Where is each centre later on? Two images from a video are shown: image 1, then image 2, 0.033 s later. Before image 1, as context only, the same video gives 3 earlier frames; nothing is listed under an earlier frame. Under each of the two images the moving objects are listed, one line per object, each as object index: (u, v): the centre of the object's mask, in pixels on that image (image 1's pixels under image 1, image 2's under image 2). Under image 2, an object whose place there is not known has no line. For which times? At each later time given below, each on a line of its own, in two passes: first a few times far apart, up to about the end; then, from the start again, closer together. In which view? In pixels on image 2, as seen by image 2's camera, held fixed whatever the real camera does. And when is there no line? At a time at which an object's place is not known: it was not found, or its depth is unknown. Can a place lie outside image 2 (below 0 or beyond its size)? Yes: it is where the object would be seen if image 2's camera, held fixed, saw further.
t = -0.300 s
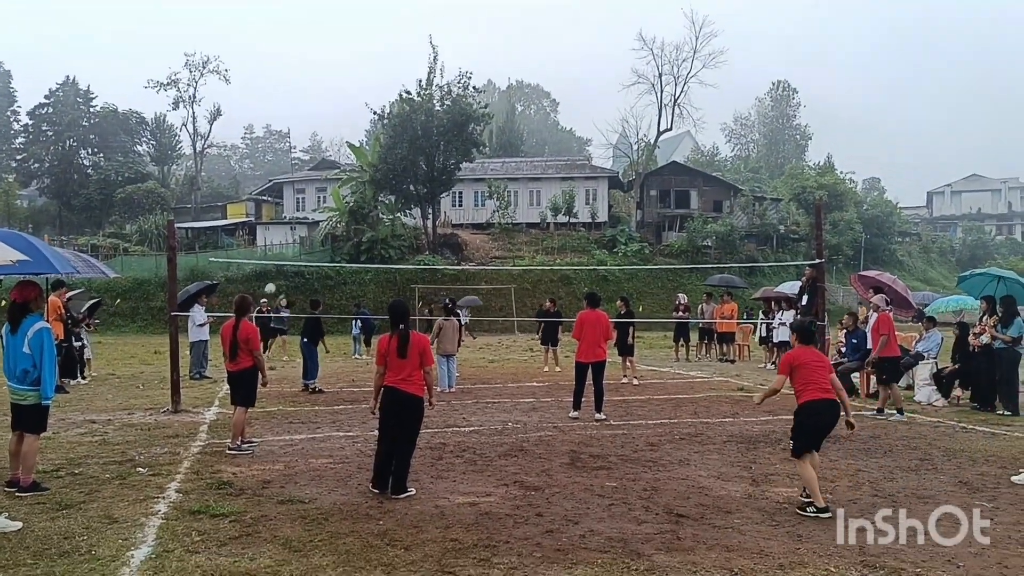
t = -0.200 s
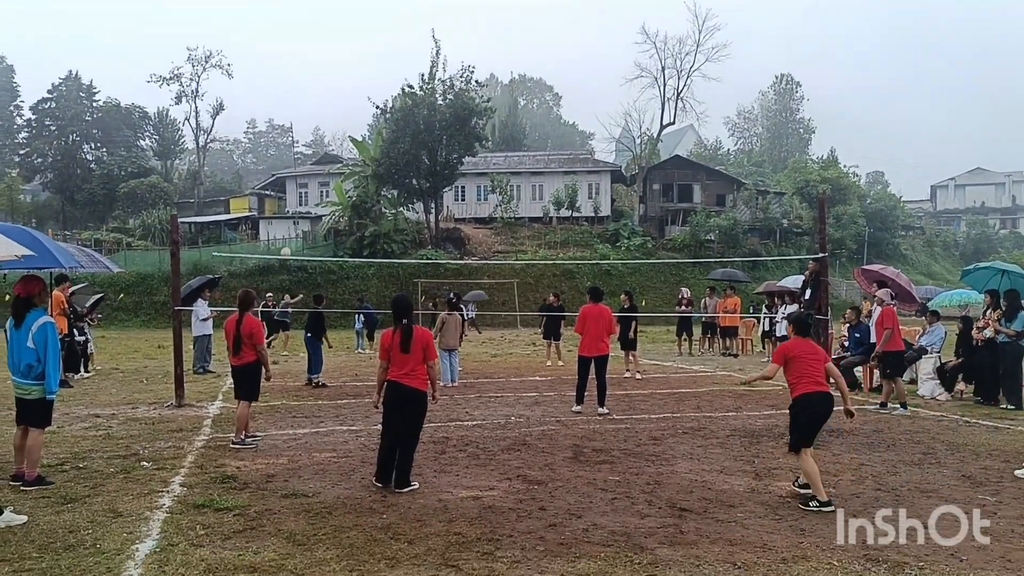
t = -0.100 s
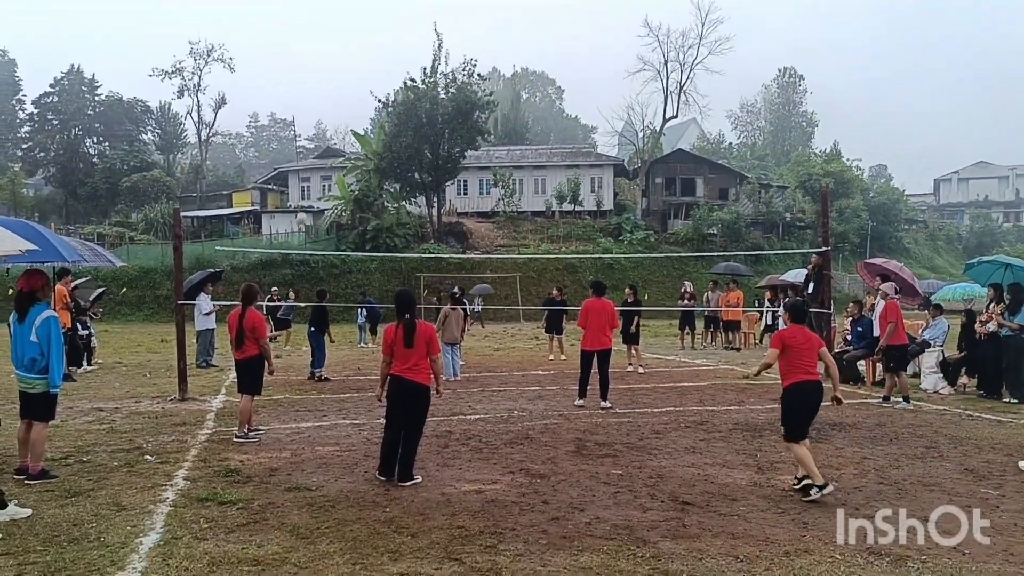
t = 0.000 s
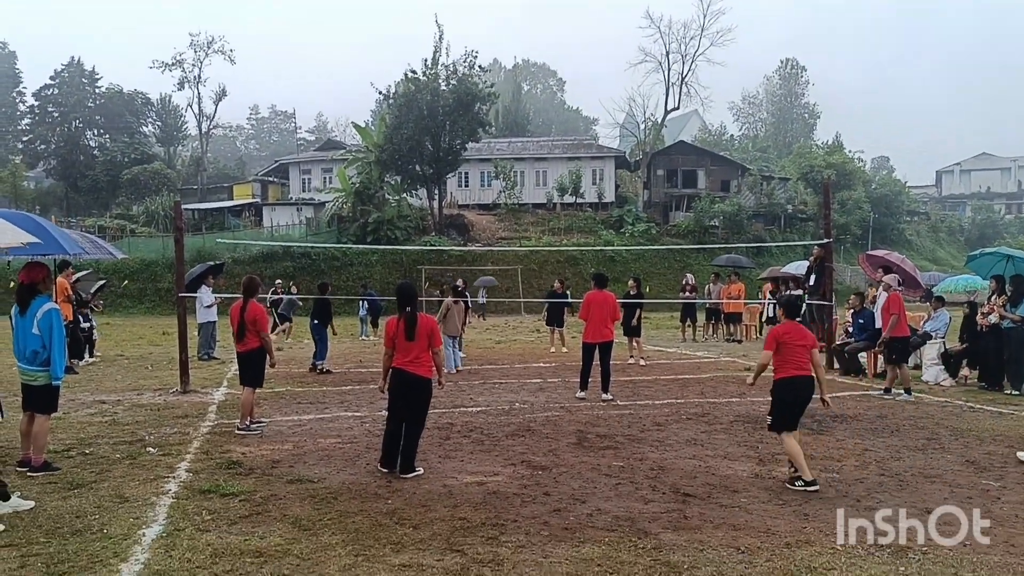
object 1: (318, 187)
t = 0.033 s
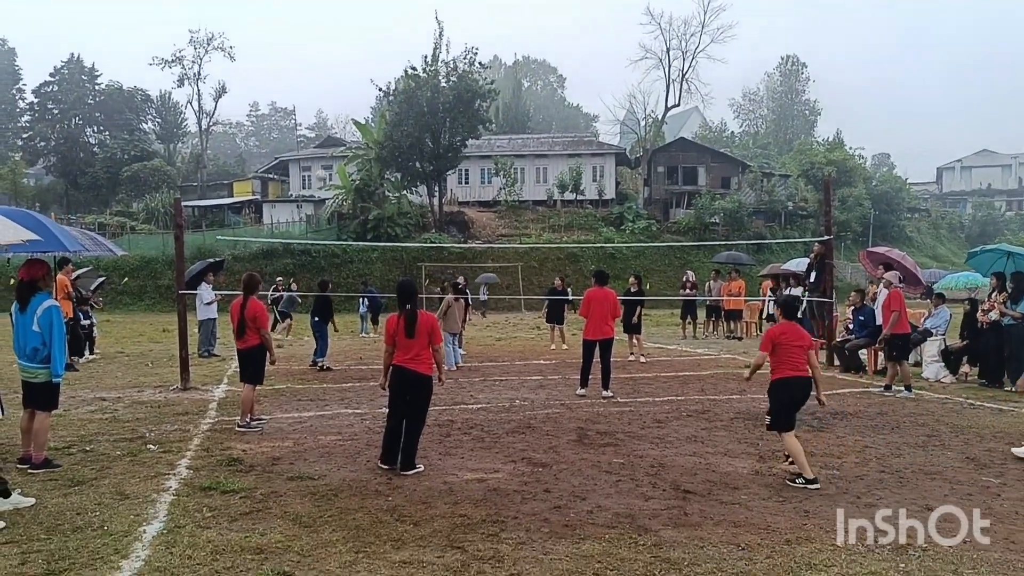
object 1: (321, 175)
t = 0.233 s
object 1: (352, 139)
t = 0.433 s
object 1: (390, 118)
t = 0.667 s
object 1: (445, 125)
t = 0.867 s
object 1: (503, 163)
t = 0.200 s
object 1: (346, 143)
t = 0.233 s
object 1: (352, 139)
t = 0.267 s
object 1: (359, 134)
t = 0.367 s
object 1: (377, 122)
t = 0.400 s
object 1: (384, 120)
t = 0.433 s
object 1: (390, 118)
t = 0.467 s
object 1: (397, 116)
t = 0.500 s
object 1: (405, 116)
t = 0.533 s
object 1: (412, 116)
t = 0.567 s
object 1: (420, 117)
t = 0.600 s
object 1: (428, 119)
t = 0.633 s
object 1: (436, 122)
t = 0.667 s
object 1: (445, 125)
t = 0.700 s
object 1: (453, 128)
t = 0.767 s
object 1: (472, 139)
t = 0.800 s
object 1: (482, 146)
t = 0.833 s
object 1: (492, 154)
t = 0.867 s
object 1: (503, 163)
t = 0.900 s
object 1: (513, 174)
